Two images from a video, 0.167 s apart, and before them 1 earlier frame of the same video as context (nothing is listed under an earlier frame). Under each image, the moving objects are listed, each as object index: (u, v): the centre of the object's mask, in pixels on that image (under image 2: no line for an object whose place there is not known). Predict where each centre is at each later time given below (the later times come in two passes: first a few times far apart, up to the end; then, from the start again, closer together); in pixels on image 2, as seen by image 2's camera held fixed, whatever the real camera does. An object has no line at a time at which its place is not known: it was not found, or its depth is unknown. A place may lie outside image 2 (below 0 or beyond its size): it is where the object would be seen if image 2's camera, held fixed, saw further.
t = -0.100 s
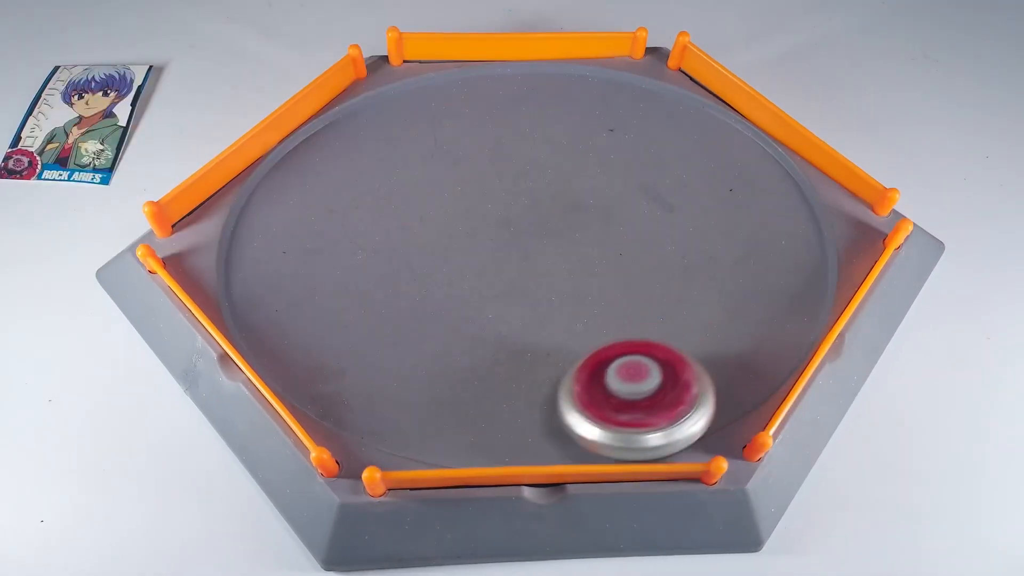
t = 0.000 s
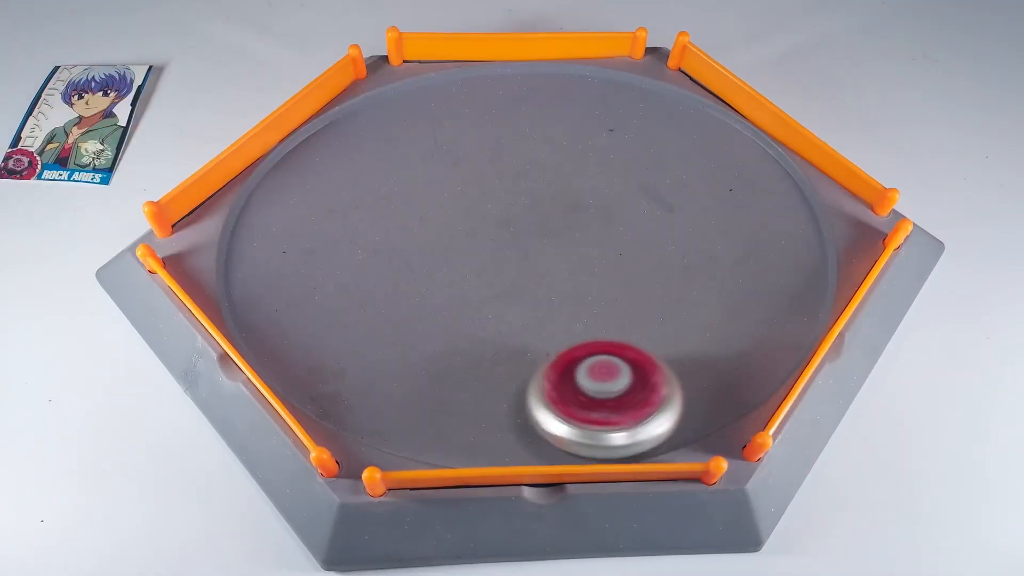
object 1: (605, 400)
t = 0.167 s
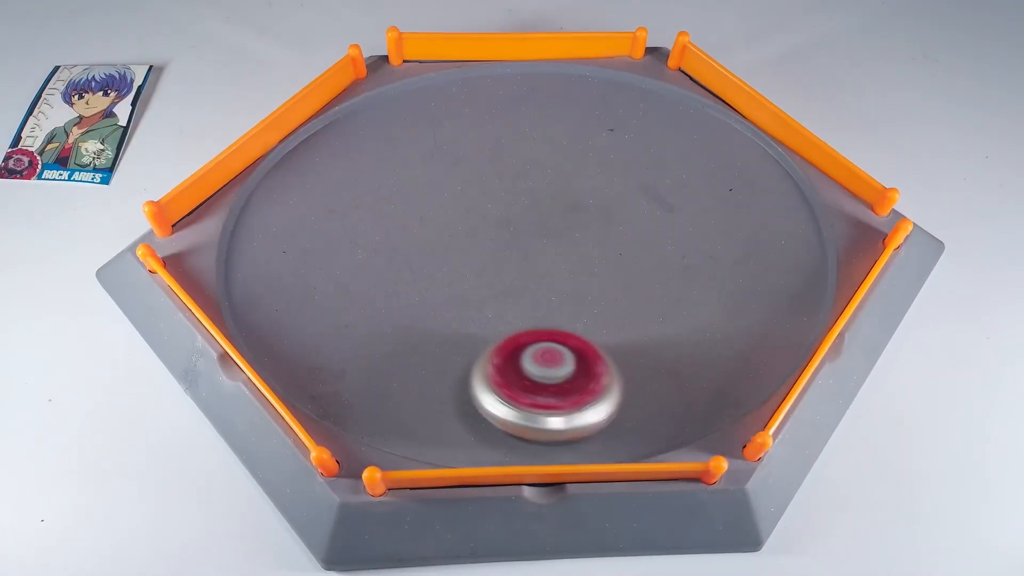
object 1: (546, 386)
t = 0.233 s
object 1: (523, 375)
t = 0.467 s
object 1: (447, 325)
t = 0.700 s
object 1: (371, 250)
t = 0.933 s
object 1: (313, 186)
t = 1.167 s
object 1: (306, 156)
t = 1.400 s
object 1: (340, 148)
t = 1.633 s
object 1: (401, 155)
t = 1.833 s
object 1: (464, 171)
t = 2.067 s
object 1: (557, 205)
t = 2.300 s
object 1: (670, 262)
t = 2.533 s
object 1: (753, 293)
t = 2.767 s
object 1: (774, 296)
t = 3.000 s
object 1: (744, 295)
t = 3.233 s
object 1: (678, 294)
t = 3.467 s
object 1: (600, 291)
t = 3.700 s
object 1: (514, 272)
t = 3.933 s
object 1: (432, 228)
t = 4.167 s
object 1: (372, 193)
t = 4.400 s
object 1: (336, 171)
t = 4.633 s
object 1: (347, 175)
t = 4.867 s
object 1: (391, 188)
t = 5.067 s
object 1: (446, 201)
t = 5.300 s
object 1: (513, 222)
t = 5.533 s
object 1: (584, 270)
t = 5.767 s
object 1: (649, 316)
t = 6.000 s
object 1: (706, 343)
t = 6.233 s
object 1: (727, 342)
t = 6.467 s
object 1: (702, 324)
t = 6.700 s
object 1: (644, 297)
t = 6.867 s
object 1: (596, 273)
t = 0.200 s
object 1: (535, 381)
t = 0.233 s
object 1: (523, 375)
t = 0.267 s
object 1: (512, 369)
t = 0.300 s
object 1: (502, 363)
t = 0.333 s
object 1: (491, 357)
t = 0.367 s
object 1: (480, 349)
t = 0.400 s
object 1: (469, 341)
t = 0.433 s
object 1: (458, 334)
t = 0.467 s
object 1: (447, 325)
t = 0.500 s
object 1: (436, 315)
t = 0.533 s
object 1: (425, 305)
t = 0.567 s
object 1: (414, 294)
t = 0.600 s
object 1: (403, 283)
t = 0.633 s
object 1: (392, 272)
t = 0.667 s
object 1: (381, 260)
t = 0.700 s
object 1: (371, 250)
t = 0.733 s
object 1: (361, 240)
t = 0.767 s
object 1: (351, 229)
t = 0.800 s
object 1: (342, 220)
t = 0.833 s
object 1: (334, 211)
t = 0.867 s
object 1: (326, 202)
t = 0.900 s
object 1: (319, 193)
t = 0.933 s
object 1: (313, 186)
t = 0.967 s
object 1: (308, 178)
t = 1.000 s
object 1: (303, 170)
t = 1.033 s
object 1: (298, 162)
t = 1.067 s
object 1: (298, 159)
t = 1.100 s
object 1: (301, 161)
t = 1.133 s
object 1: (304, 160)
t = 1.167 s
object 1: (306, 156)
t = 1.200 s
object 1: (309, 153)
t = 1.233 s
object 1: (313, 151)
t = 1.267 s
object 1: (317, 150)
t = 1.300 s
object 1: (322, 149)
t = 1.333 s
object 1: (327, 148)
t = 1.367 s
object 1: (333, 148)
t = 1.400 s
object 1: (340, 148)
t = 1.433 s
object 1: (347, 148)
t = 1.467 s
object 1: (355, 148)
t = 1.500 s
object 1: (363, 150)
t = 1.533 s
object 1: (372, 150)
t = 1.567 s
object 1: (381, 151)
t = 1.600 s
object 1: (390, 153)
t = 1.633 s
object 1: (401, 155)
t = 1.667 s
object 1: (411, 158)
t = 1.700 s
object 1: (421, 160)
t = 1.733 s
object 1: (432, 162)
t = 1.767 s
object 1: (442, 164)
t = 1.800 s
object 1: (453, 167)
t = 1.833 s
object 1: (464, 171)
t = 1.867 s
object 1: (475, 174)
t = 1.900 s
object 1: (487, 177)
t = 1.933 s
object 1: (499, 182)
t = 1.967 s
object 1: (512, 186)
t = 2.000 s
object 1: (526, 192)
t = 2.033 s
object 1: (541, 197)
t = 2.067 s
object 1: (557, 205)
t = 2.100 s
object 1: (574, 212)
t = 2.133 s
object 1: (590, 221)
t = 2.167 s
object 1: (606, 230)
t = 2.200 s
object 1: (623, 239)
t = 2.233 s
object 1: (639, 247)
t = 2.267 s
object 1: (654, 254)
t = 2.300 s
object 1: (670, 262)
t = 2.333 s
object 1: (684, 267)
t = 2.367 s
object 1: (697, 272)
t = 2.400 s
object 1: (710, 277)
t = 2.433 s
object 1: (722, 282)
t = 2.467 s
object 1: (732, 285)
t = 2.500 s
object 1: (743, 289)
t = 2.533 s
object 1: (753, 293)
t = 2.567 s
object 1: (763, 296)
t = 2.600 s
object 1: (771, 299)
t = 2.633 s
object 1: (776, 299)
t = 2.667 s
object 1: (778, 297)
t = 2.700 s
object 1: (778, 296)
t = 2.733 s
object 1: (777, 296)
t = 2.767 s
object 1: (774, 296)
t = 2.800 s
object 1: (771, 295)
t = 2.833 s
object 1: (768, 295)
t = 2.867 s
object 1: (764, 295)
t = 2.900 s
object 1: (760, 295)
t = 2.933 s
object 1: (755, 295)
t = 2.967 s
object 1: (750, 295)
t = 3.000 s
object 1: (744, 295)
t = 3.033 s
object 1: (737, 294)
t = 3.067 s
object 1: (729, 294)
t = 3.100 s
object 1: (720, 294)
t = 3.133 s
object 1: (710, 294)
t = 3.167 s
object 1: (699, 294)
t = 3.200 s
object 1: (689, 294)
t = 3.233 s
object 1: (678, 294)
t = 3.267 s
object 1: (667, 295)
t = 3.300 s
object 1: (656, 295)
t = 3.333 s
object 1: (646, 294)
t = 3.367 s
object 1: (634, 294)
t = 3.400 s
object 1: (623, 293)
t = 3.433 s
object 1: (611, 292)
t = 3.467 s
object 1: (600, 291)
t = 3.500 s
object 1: (588, 289)
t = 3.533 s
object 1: (576, 287)
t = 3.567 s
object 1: (565, 285)
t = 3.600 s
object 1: (552, 283)
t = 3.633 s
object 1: (540, 280)
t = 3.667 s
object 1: (527, 276)
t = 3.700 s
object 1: (514, 272)
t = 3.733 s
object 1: (500, 266)
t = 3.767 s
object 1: (487, 260)
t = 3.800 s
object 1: (476, 254)
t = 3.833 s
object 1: (463, 247)
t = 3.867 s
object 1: (453, 240)
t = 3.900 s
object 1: (442, 233)
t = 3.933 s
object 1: (432, 228)
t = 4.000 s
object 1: (412, 216)
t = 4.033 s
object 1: (403, 211)
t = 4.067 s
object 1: (395, 206)
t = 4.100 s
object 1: (387, 201)
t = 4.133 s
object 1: (379, 197)
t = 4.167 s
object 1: (372, 193)
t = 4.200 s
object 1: (365, 188)
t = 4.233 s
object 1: (359, 184)
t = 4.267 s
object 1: (353, 181)
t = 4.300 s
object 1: (347, 177)
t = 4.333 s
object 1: (342, 174)
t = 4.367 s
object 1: (338, 172)
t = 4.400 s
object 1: (336, 171)
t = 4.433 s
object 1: (334, 170)
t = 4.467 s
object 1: (334, 170)
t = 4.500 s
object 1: (334, 171)
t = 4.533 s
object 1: (336, 171)
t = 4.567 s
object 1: (338, 173)
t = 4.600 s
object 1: (340, 173)
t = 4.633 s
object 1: (347, 175)
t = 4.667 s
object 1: (351, 177)
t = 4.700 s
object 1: (356, 178)
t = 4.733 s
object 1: (362, 180)
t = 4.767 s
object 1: (368, 182)
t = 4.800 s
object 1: (375, 183)
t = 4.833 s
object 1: (383, 185)
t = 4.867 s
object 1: (391, 188)
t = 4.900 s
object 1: (400, 190)
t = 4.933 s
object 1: (409, 193)
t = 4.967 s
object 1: (418, 195)
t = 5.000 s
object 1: (427, 197)
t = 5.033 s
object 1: (437, 199)
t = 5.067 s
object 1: (446, 201)
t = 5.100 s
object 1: (455, 204)
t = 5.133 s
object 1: (464, 207)
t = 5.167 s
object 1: (473, 210)
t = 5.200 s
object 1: (483, 212)
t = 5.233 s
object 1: (493, 215)
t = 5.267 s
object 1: (503, 218)
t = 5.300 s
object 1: (513, 222)
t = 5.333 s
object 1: (523, 226)
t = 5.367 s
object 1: (534, 231)
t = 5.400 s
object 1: (545, 239)
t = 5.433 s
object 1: (555, 246)
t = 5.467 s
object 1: (565, 254)
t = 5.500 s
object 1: (575, 262)
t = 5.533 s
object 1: (584, 270)
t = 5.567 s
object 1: (593, 277)
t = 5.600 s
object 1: (603, 285)
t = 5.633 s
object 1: (612, 292)
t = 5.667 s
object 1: (621, 299)
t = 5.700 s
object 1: (631, 305)
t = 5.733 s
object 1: (641, 311)
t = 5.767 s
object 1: (649, 316)
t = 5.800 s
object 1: (658, 322)
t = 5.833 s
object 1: (667, 326)
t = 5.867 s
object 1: (676, 330)
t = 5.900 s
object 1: (684, 334)
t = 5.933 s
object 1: (692, 337)
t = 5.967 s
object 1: (699, 340)
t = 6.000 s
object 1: (706, 343)
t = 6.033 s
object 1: (714, 345)
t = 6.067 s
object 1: (719, 347)
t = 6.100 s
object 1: (723, 347)
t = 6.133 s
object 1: (725, 346)
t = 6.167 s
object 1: (727, 345)
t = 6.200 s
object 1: (727, 344)
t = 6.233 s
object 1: (727, 342)
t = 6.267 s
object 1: (725, 340)
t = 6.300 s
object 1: (724, 337)
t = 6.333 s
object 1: (721, 335)
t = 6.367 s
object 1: (718, 333)
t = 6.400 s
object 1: (713, 330)
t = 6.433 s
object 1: (708, 327)
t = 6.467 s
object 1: (702, 324)
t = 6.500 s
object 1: (695, 321)
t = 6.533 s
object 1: (688, 317)
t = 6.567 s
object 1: (680, 313)
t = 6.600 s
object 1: (671, 309)
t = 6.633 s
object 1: (662, 305)
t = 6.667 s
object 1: (653, 301)
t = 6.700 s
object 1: (644, 297)
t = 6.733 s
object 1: (634, 292)
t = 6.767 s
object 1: (625, 288)
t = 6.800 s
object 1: (615, 283)
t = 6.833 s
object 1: (606, 278)
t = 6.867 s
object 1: (596, 273)
